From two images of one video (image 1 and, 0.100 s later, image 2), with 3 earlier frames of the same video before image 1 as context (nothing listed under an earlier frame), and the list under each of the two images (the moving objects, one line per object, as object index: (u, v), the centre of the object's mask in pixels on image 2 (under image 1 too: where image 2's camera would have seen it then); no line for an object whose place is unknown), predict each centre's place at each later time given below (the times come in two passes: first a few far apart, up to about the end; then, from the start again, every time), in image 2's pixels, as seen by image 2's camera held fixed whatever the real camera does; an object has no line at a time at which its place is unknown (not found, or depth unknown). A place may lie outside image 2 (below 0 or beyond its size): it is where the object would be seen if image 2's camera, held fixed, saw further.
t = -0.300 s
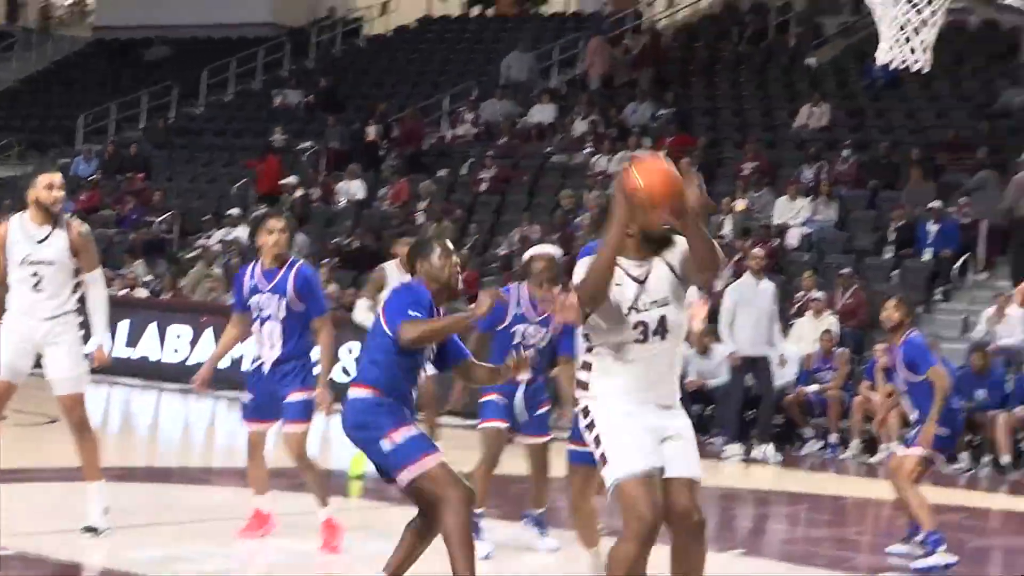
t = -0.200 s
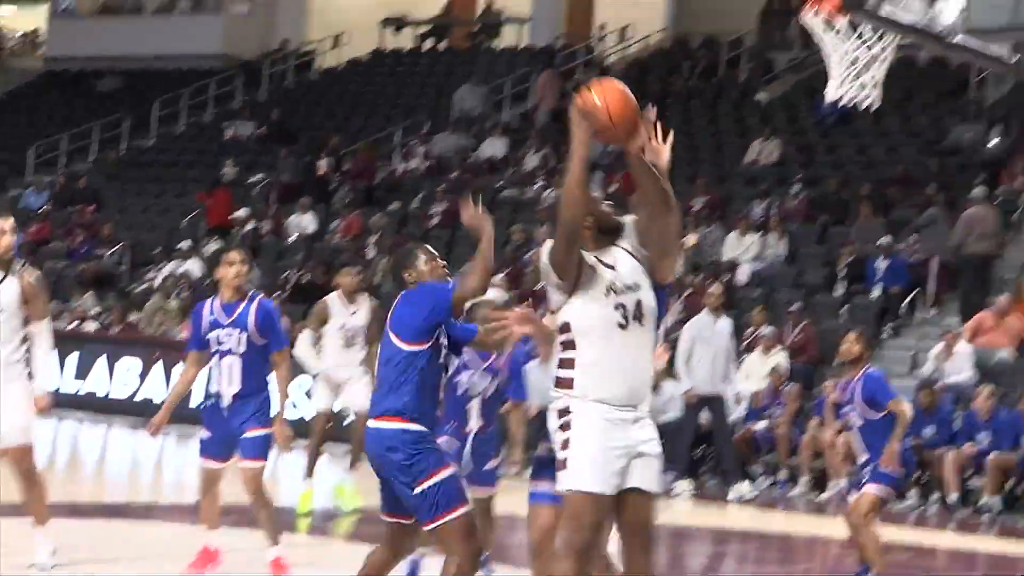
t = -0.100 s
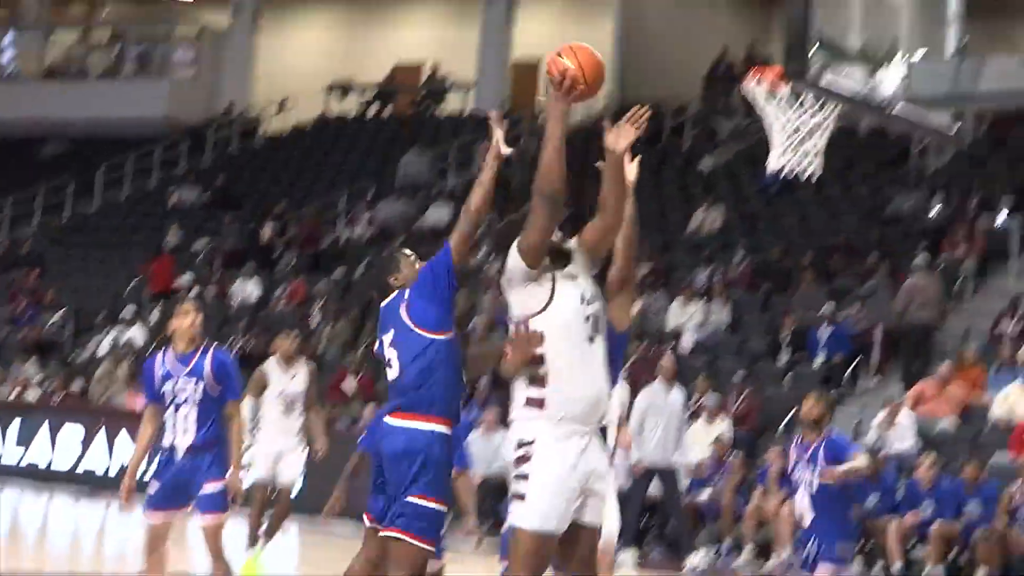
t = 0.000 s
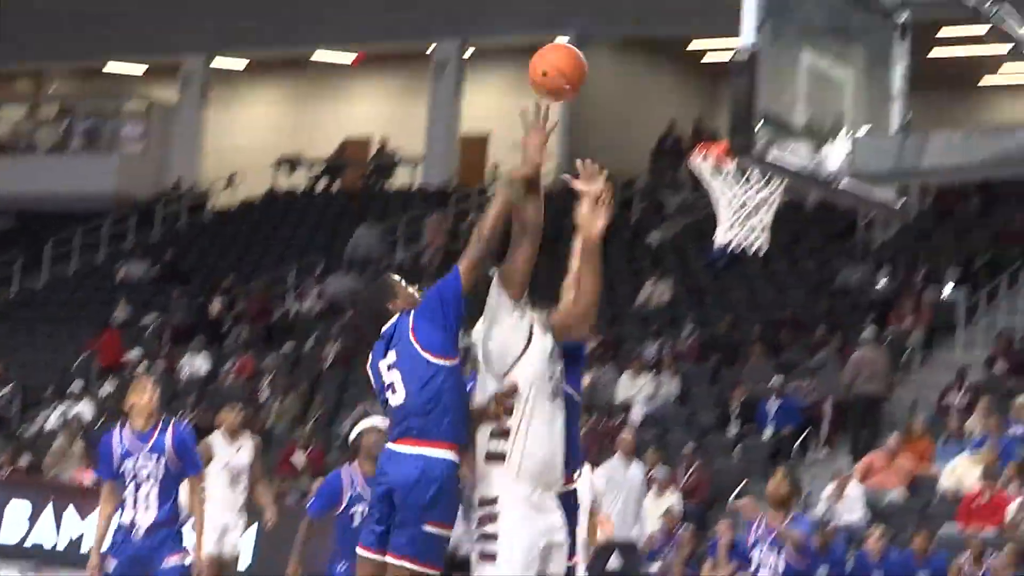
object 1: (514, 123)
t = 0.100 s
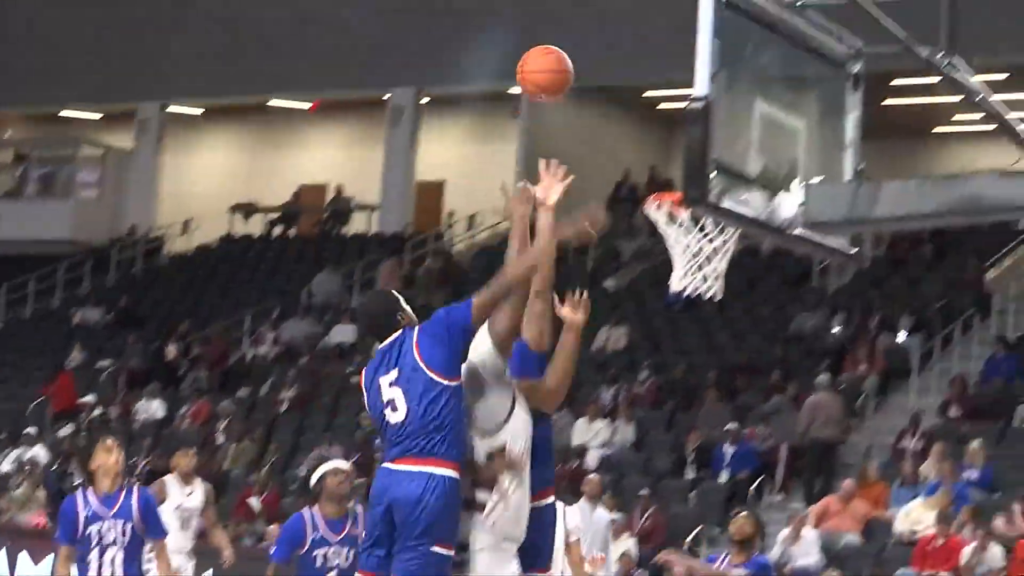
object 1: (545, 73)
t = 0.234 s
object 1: (581, 50)
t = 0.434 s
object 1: (626, 86)
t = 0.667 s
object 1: (665, 168)
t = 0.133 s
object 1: (554, 64)
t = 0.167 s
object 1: (563, 57)
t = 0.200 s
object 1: (572, 52)
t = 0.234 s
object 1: (581, 50)
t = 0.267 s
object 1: (589, 51)
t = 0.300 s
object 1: (597, 54)
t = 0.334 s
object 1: (605, 58)
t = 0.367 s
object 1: (612, 65)
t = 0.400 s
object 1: (619, 75)
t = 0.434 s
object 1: (626, 86)
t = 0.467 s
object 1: (633, 100)
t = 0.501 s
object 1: (639, 117)
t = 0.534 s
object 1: (645, 134)
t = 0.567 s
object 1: (652, 155)
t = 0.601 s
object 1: (658, 173)
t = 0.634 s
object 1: (661, 170)
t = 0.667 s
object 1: (665, 168)
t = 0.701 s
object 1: (668, 169)
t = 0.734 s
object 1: (670, 170)
